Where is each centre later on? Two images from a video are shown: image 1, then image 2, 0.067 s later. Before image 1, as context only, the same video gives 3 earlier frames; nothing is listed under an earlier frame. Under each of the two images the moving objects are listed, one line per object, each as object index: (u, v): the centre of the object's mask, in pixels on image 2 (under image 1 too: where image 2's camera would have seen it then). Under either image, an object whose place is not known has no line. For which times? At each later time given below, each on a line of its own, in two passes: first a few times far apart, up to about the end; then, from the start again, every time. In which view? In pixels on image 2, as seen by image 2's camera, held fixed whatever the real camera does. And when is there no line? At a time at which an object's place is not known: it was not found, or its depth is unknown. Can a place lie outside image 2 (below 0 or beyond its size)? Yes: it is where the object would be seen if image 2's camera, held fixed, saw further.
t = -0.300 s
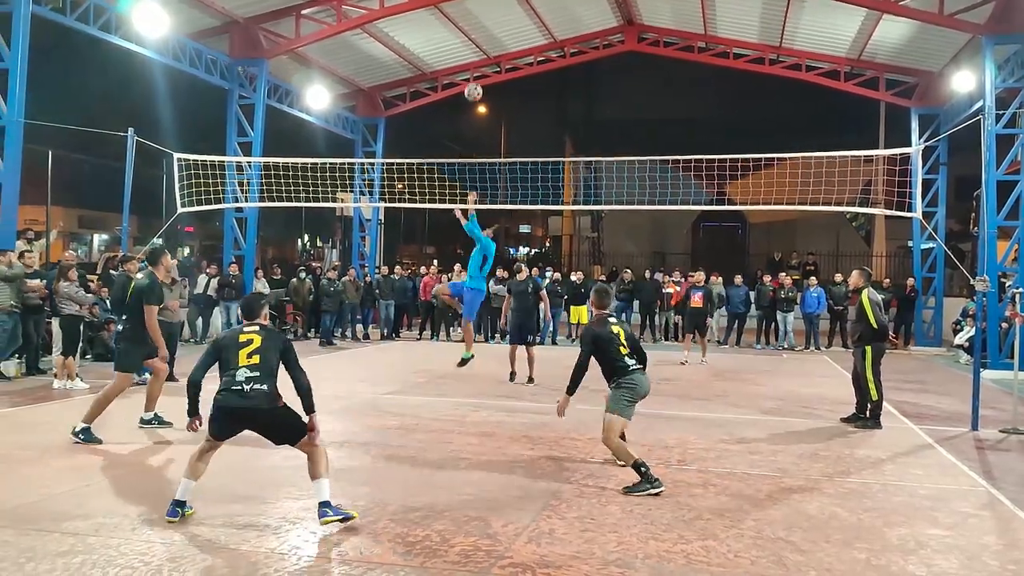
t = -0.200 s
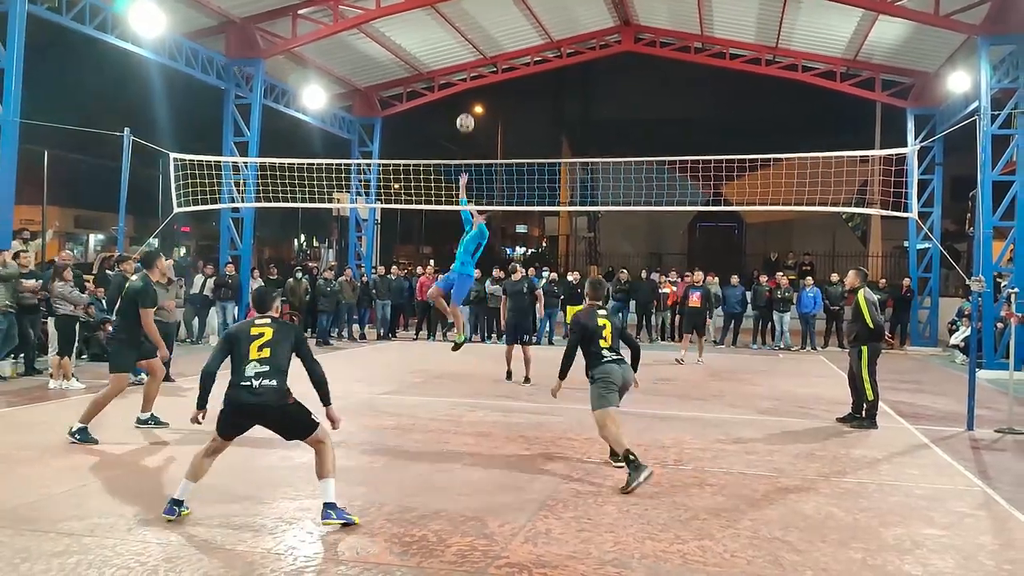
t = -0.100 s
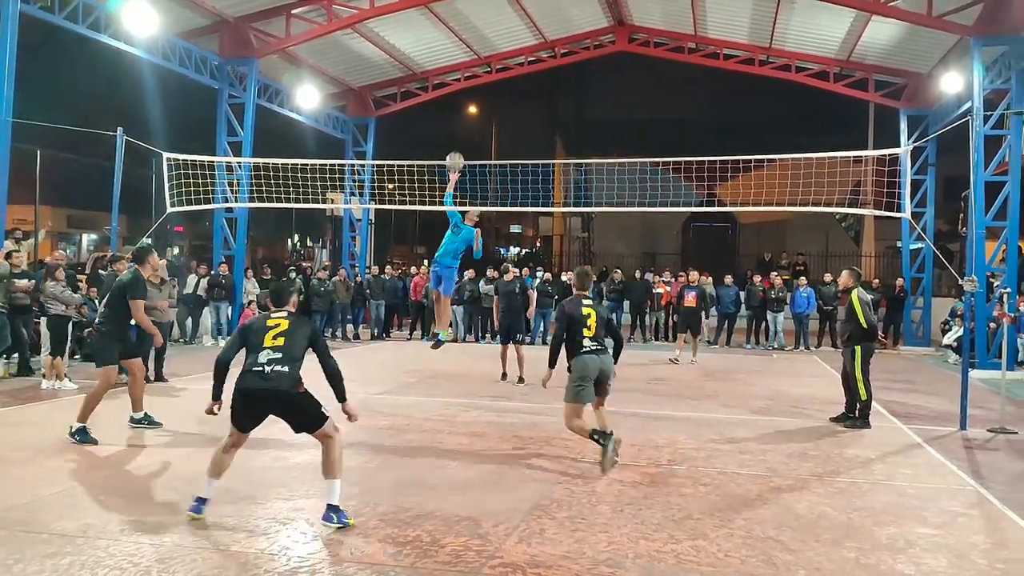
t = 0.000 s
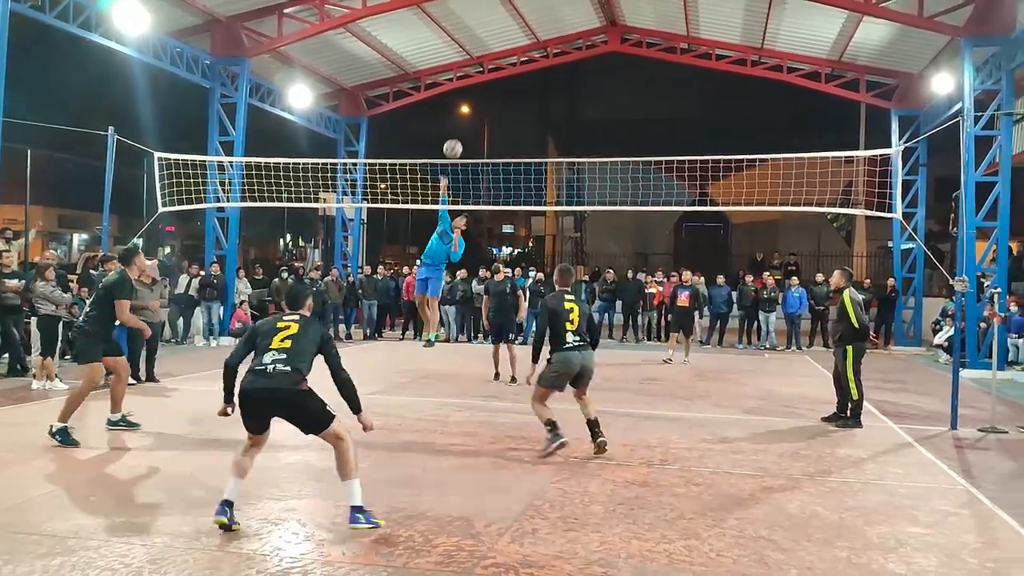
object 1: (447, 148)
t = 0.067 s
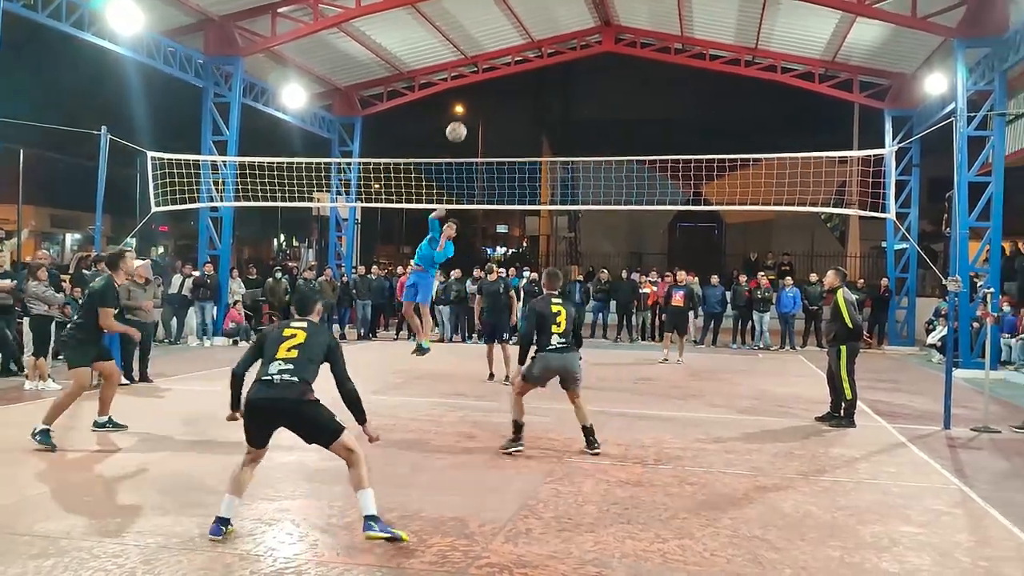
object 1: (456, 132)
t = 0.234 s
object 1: (481, 100)
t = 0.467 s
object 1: (536, 93)
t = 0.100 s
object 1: (460, 124)
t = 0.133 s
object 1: (466, 117)
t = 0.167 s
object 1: (471, 111)
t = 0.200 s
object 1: (476, 104)
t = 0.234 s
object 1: (481, 100)
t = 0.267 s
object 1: (488, 96)
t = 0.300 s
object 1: (494, 92)
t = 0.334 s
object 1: (501, 90)
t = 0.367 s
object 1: (509, 89)
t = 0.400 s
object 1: (517, 89)
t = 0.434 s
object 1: (527, 90)
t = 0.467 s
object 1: (536, 93)
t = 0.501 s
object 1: (545, 98)
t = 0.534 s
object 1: (556, 105)
